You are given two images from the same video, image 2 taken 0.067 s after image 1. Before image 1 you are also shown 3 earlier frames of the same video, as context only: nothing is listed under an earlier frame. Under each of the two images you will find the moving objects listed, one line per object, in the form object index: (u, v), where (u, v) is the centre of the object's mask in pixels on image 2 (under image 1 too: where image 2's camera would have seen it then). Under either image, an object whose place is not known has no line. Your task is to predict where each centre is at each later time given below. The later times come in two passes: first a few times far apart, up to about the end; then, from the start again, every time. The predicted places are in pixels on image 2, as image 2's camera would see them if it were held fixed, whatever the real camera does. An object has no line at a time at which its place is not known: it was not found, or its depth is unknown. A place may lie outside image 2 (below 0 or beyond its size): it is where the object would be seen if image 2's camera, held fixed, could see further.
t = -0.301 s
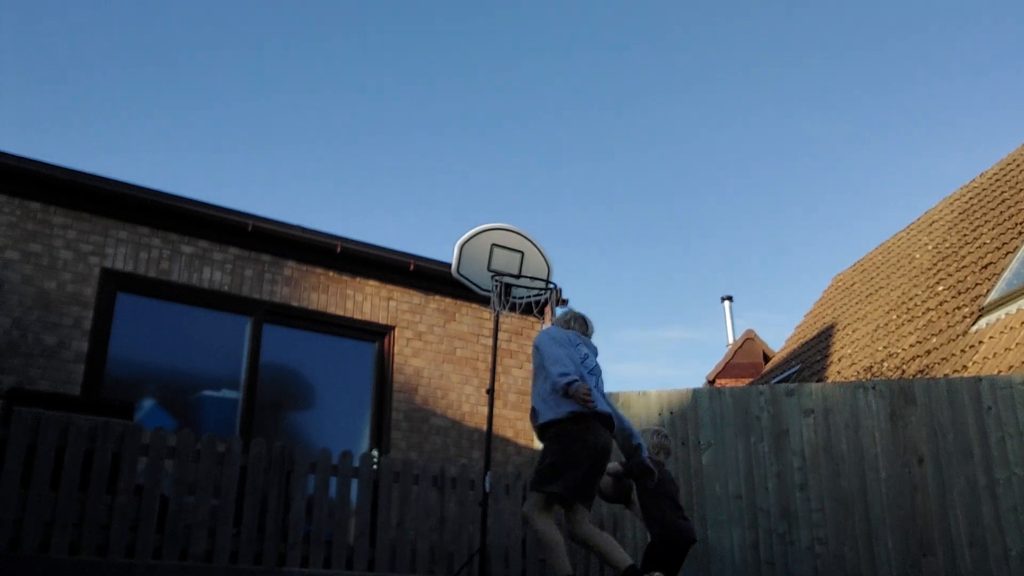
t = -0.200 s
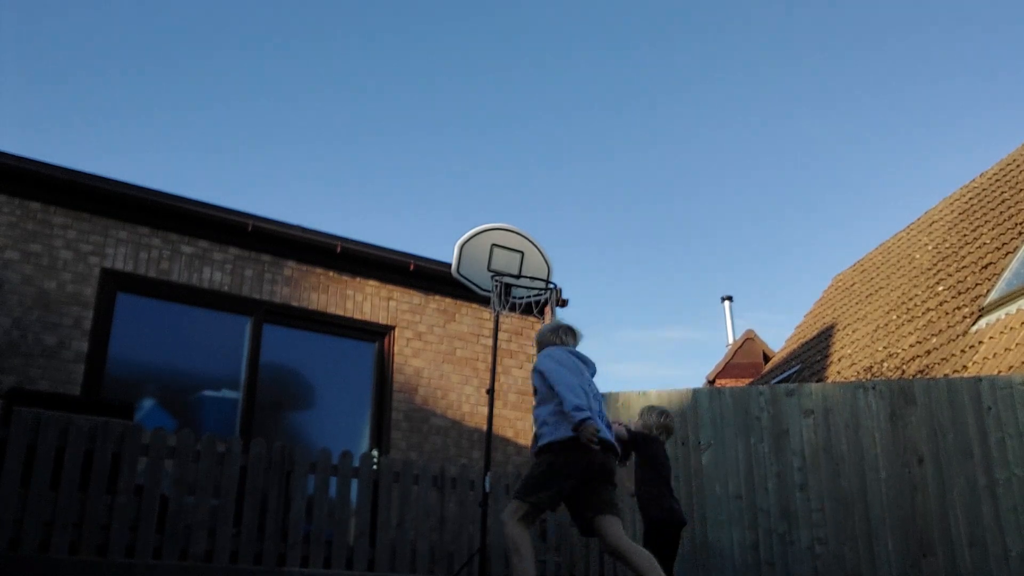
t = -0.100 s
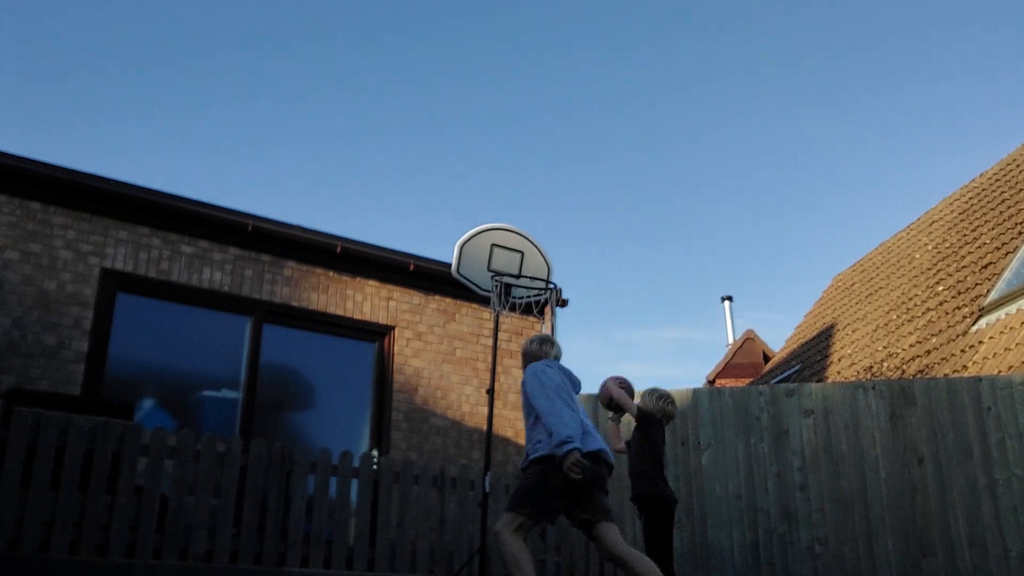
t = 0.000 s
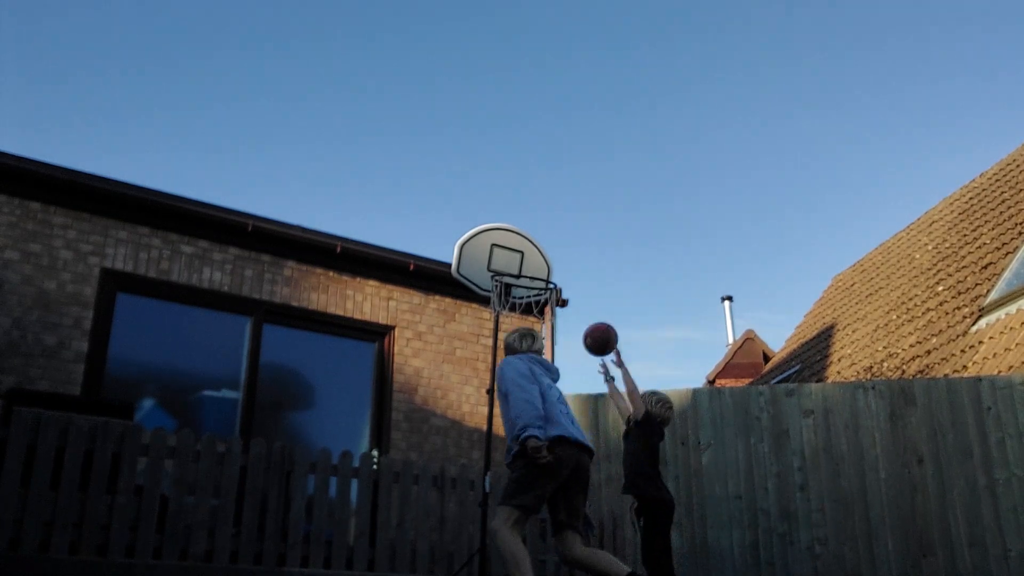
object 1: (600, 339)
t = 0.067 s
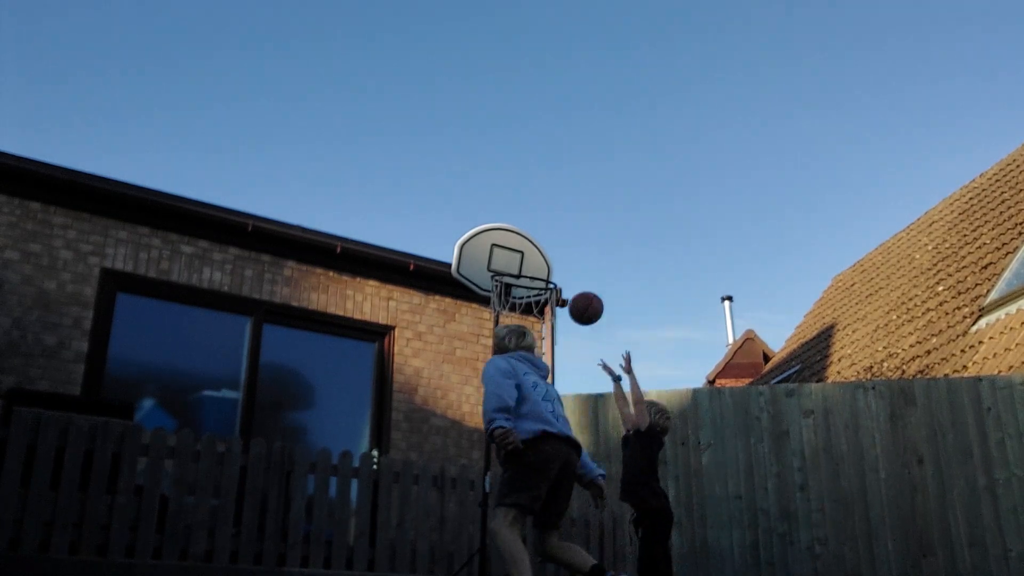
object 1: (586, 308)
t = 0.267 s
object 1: (545, 257)
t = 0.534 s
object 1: (514, 266)
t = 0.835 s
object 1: (534, 297)
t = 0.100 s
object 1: (577, 296)
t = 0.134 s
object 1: (571, 286)
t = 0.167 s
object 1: (564, 277)
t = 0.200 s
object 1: (558, 267)
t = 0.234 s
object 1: (552, 261)
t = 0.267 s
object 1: (545, 257)
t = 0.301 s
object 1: (538, 254)
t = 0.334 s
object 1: (532, 252)
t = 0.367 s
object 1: (528, 252)
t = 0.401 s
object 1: (525, 254)
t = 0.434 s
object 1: (520, 258)
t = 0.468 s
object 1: (517, 262)
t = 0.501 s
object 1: (513, 268)
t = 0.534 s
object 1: (514, 266)
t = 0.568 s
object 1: (515, 264)
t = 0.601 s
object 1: (517, 264)
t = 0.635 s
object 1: (518, 266)
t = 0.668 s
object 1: (519, 270)
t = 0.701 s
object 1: (522, 273)
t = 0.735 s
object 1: (526, 277)
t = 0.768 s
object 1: (530, 282)
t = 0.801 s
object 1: (533, 289)
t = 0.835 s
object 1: (534, 297)
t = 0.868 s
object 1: (536, 306)
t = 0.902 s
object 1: (537, 317)
